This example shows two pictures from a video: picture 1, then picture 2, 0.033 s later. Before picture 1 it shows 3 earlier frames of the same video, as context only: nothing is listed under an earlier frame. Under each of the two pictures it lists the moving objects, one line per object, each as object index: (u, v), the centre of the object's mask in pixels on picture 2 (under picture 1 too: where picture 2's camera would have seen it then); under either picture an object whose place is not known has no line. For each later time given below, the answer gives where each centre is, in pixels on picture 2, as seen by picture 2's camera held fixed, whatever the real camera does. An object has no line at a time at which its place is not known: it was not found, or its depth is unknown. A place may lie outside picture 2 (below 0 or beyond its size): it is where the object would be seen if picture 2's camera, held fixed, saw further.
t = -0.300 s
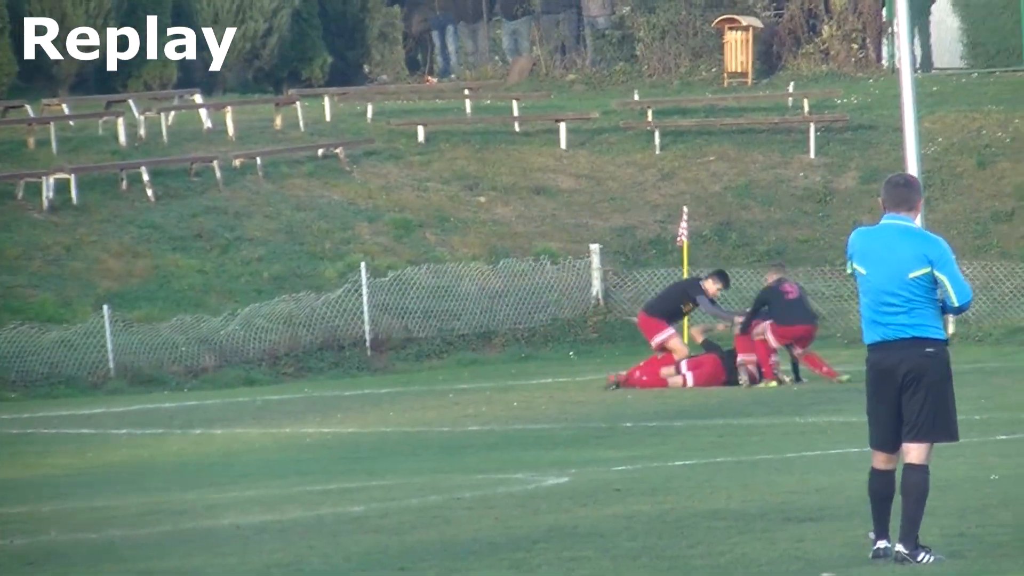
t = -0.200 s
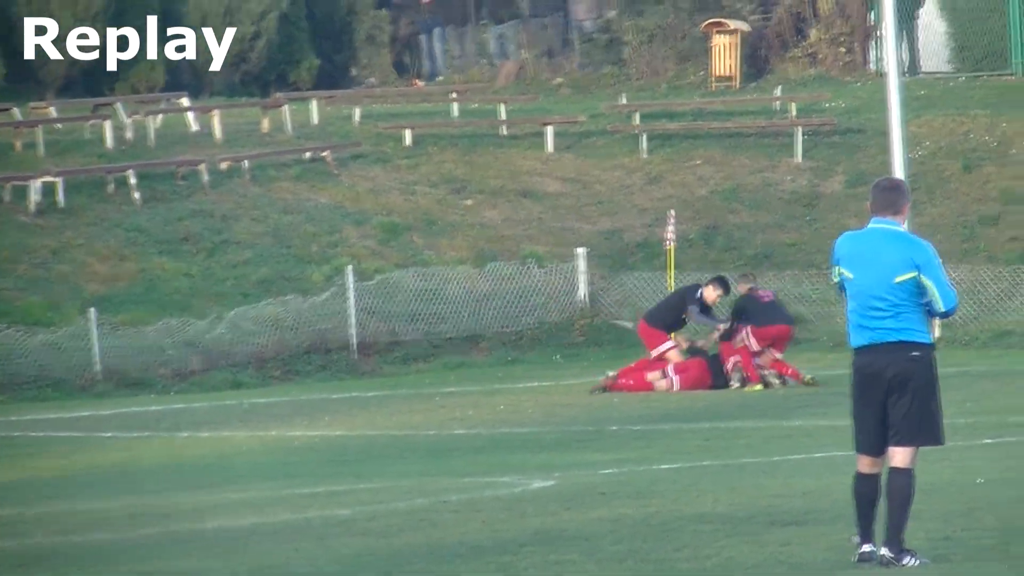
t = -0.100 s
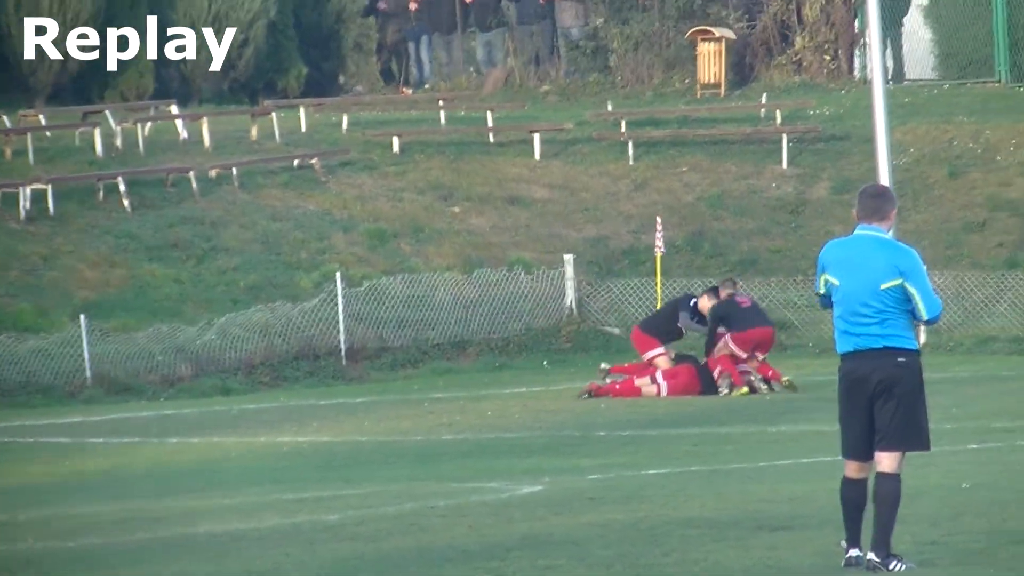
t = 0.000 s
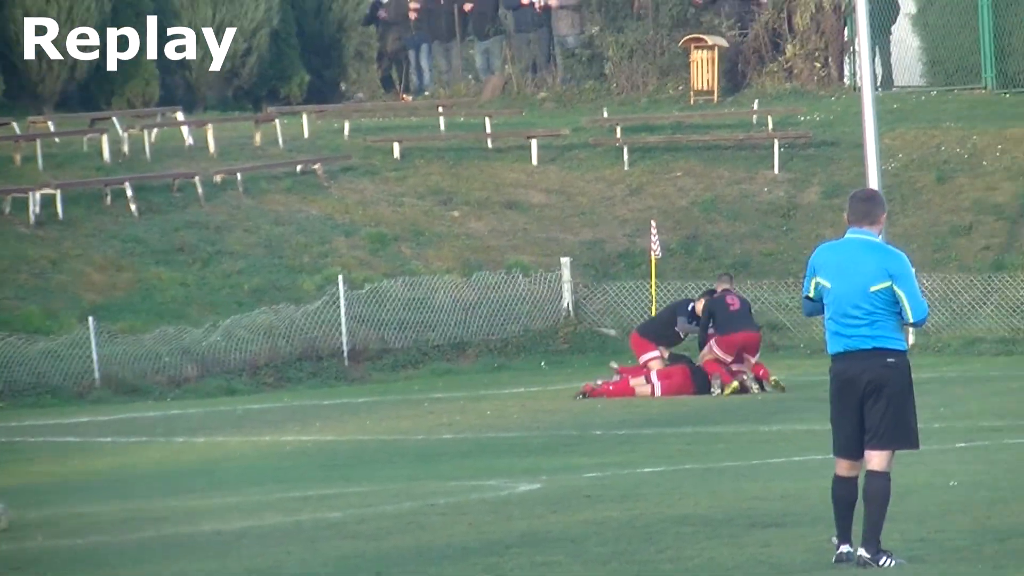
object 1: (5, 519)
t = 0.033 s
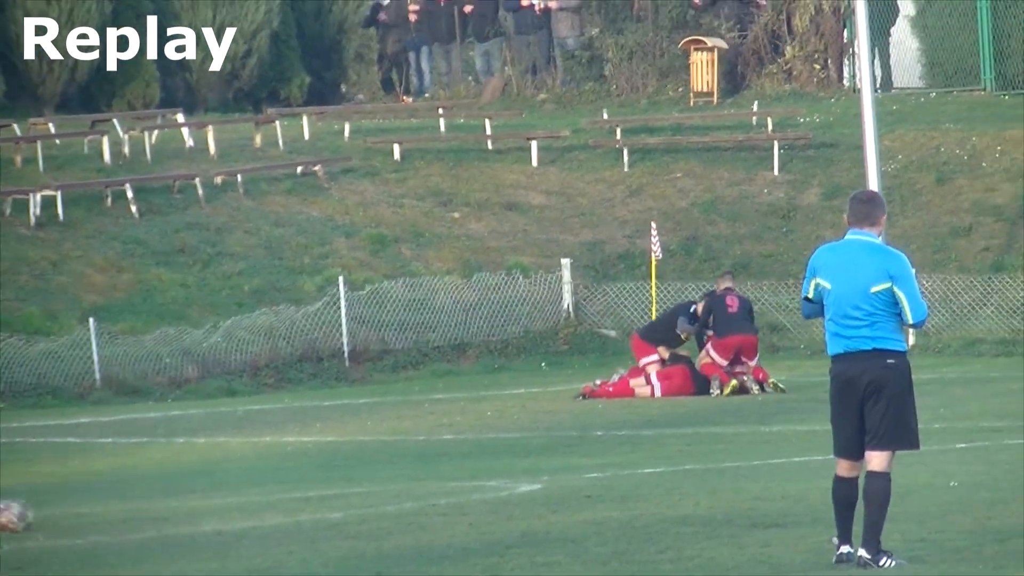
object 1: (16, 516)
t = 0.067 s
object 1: (23, 515)
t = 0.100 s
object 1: (38, 515)
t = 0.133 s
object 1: (55, 515)
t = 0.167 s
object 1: (73, 510)
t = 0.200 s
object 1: (88, 507)
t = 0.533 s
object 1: (254, 500)
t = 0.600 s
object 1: (286, 503)
